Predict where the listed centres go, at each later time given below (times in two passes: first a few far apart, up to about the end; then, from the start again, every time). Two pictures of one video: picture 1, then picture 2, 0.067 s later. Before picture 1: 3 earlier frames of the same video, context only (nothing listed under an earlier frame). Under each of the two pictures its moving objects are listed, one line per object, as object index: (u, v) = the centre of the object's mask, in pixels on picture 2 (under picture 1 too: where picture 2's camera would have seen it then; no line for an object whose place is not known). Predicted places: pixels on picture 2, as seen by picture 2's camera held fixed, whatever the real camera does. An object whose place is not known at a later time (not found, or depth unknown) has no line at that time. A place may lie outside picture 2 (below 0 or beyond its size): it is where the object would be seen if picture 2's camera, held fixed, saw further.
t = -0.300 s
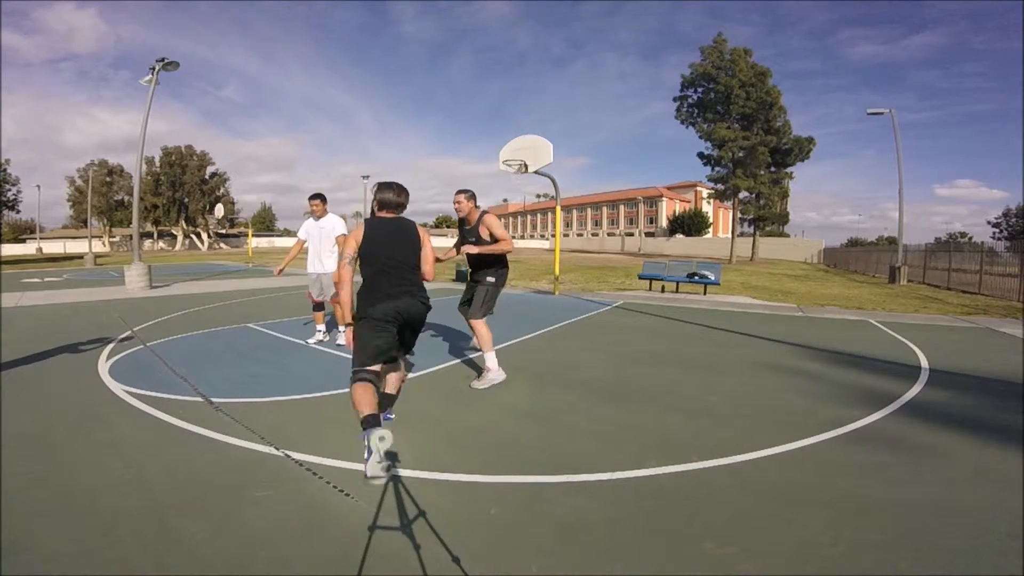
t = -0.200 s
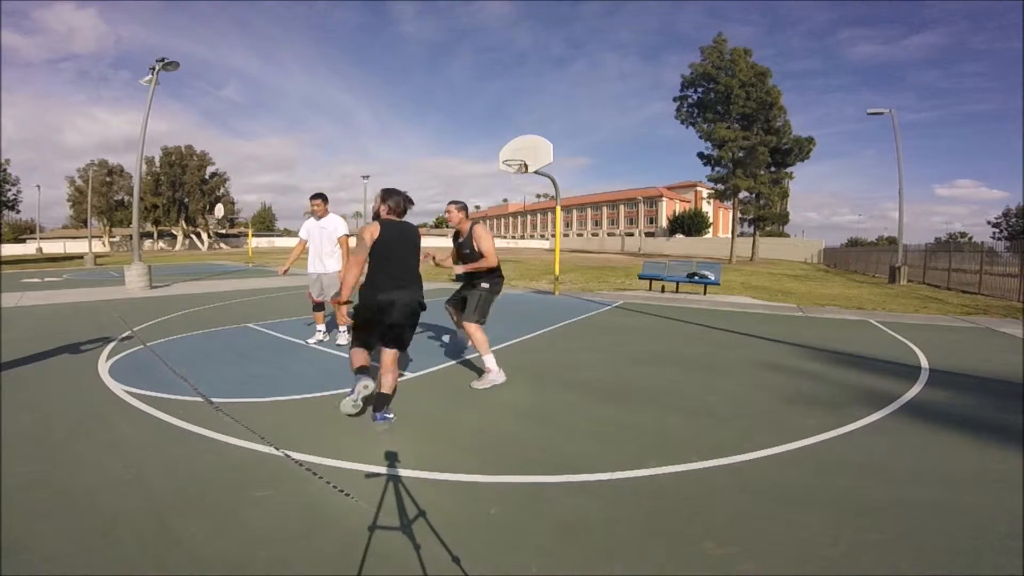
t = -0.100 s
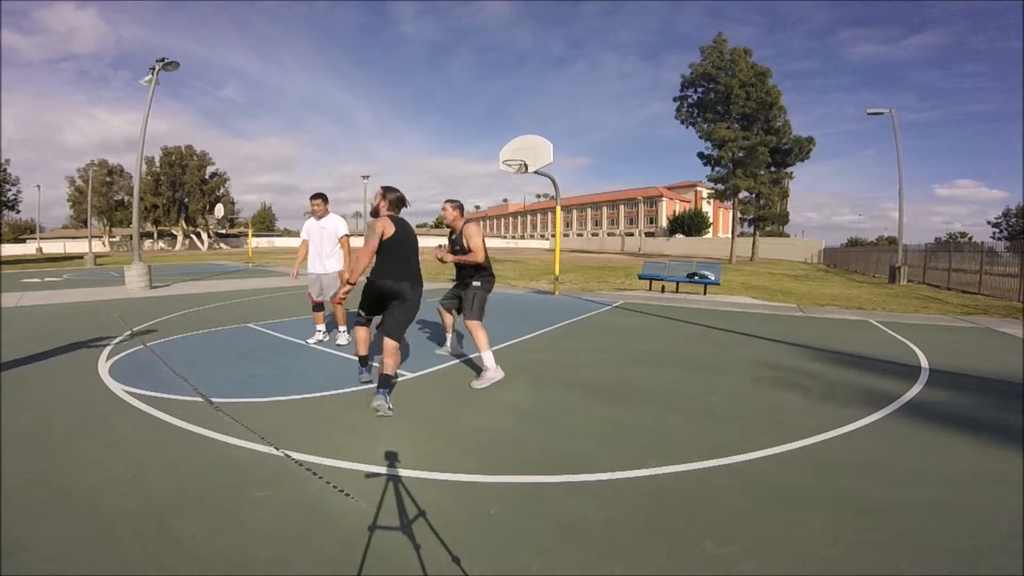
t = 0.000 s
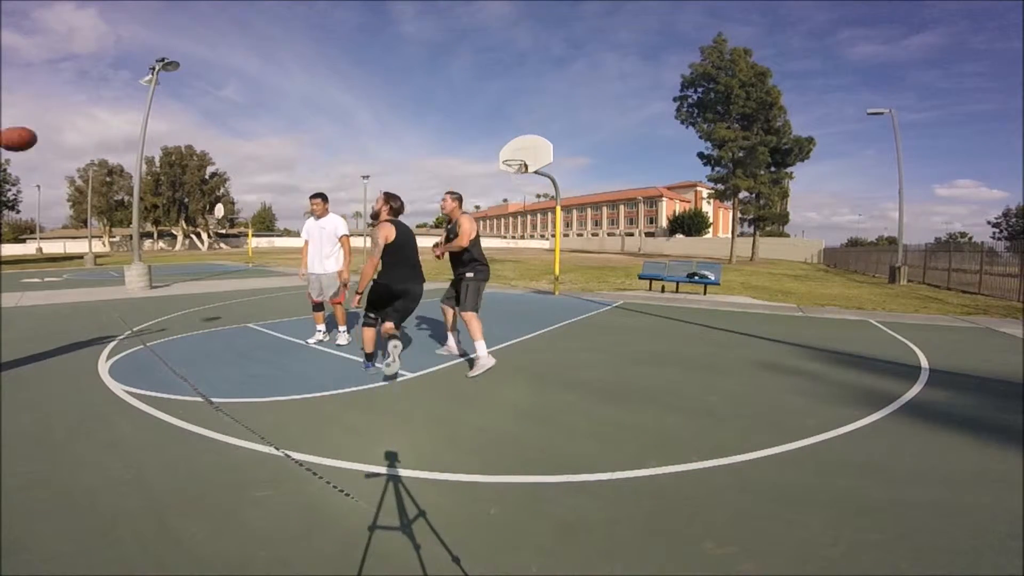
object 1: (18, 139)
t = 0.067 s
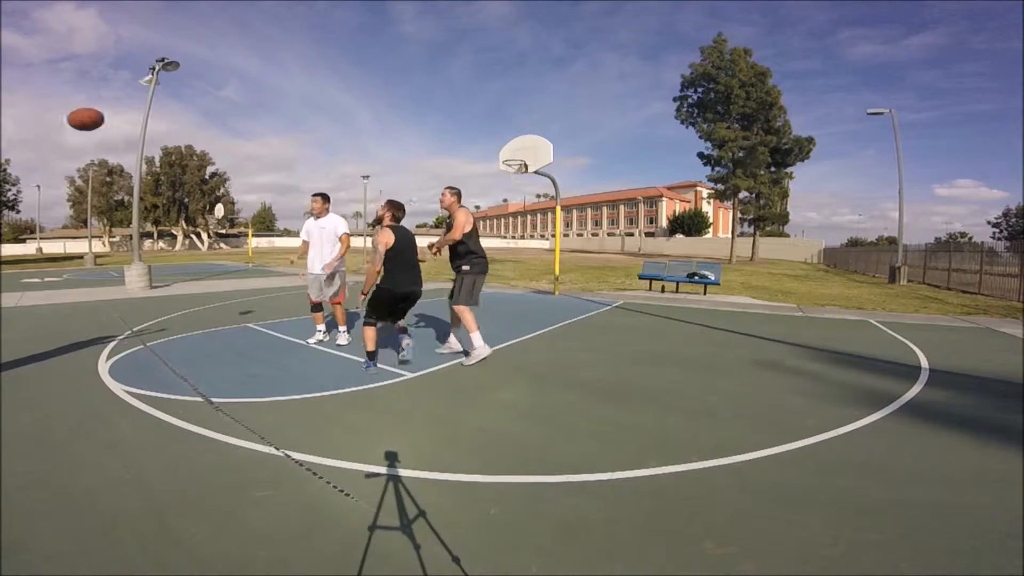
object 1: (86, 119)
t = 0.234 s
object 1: (221, 98)
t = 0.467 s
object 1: (344, 113)
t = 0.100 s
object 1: (117, 112)
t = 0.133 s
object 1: (146, 106)
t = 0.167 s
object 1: (173, 102)
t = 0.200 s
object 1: (198, 100)
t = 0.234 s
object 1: (221, 98)
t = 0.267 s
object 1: (242, 98)
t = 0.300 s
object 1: (262, 98)
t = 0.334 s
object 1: (281, 100)
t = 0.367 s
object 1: (298, 102)
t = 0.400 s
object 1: (315, 105)
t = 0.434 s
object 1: (330, 109)
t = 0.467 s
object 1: (344, 113)
